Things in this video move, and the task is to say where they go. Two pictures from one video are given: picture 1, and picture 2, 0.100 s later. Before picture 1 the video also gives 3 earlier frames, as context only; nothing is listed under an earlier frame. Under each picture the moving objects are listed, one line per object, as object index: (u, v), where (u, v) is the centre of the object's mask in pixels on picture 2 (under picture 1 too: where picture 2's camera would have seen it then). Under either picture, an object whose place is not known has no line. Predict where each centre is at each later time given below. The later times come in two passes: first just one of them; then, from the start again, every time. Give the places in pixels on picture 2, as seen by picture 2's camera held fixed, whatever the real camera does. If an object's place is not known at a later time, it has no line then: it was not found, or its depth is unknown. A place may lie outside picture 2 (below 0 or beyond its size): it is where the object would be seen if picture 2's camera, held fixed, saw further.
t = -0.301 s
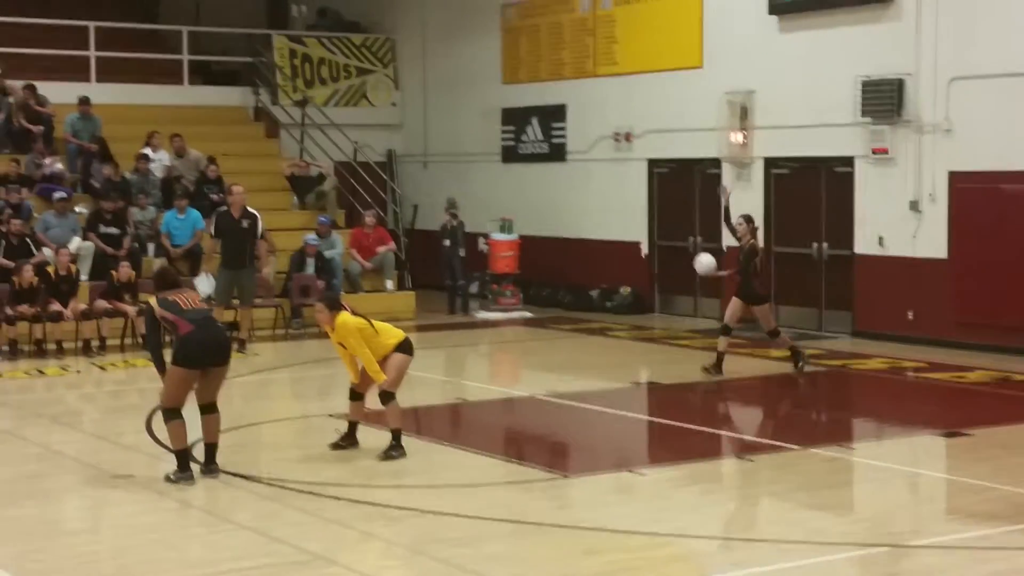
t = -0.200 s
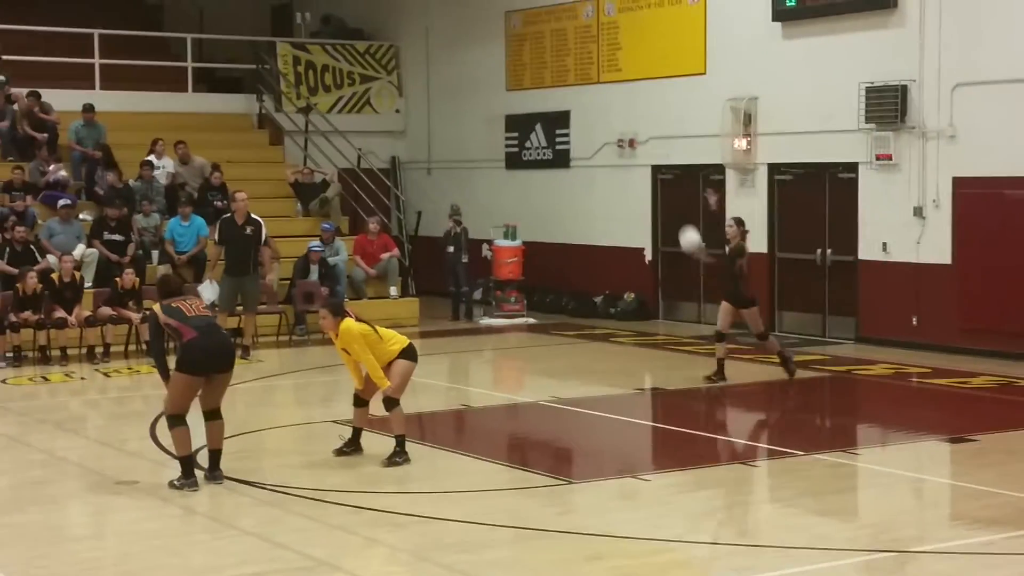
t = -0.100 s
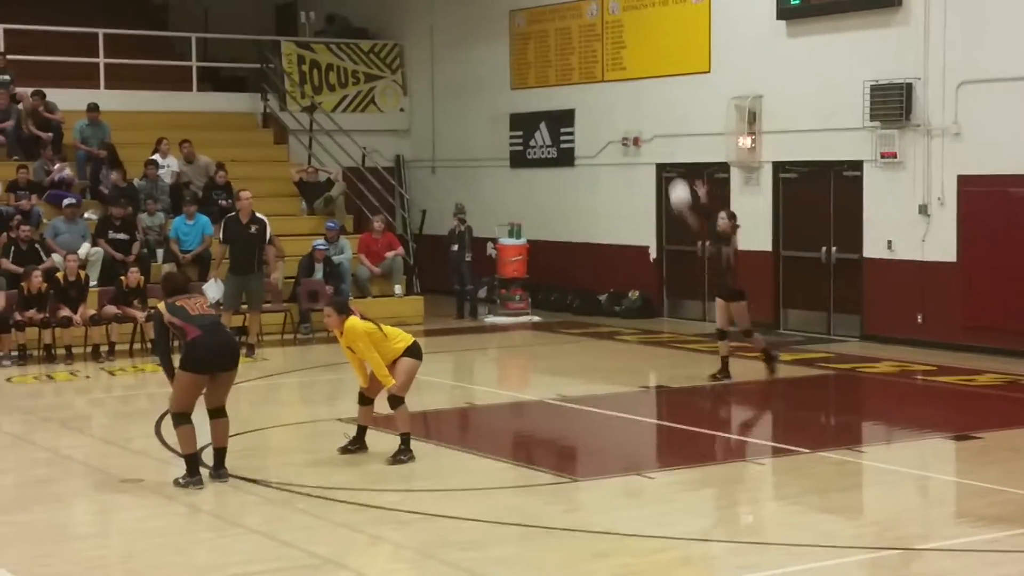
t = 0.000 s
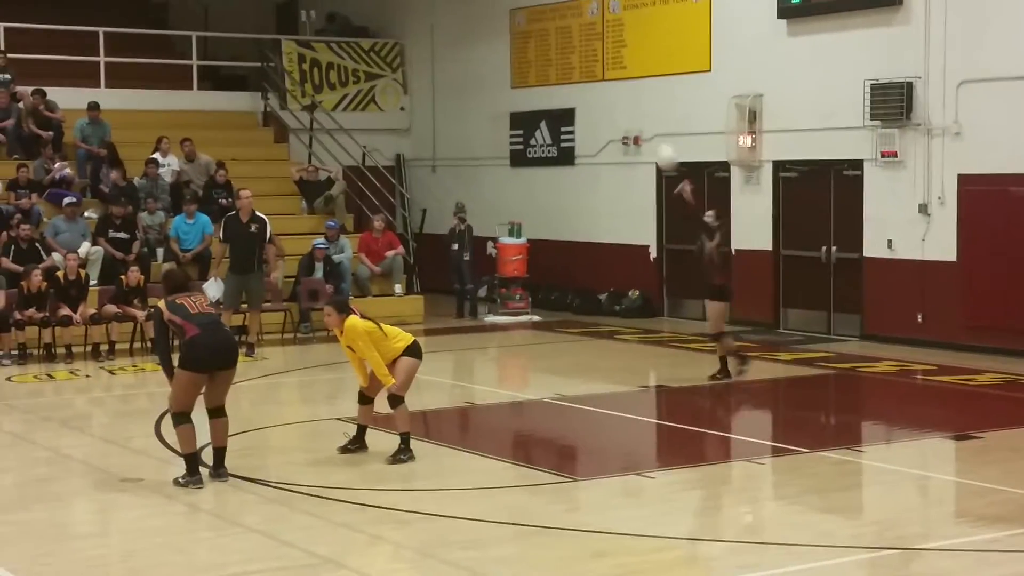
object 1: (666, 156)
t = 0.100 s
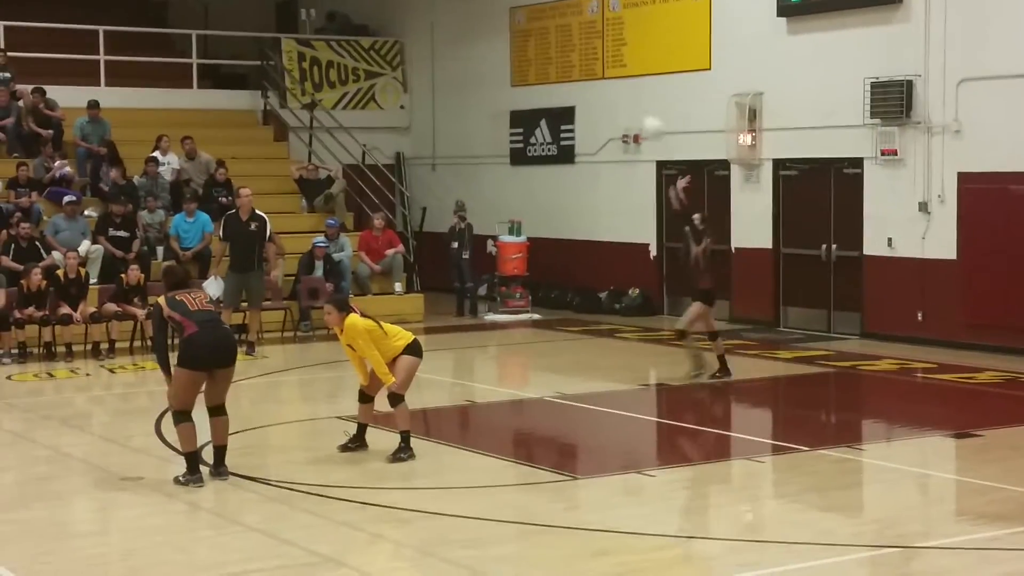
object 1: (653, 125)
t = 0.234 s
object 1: (635, 108)
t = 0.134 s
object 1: (648, 120)
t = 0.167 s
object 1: (644, 115)
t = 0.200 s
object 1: (639, 112)
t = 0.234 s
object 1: (635, 108)
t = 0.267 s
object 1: (630, 106)
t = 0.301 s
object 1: (625, 106)
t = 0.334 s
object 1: (621, 106)
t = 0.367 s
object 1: (616, 108)
